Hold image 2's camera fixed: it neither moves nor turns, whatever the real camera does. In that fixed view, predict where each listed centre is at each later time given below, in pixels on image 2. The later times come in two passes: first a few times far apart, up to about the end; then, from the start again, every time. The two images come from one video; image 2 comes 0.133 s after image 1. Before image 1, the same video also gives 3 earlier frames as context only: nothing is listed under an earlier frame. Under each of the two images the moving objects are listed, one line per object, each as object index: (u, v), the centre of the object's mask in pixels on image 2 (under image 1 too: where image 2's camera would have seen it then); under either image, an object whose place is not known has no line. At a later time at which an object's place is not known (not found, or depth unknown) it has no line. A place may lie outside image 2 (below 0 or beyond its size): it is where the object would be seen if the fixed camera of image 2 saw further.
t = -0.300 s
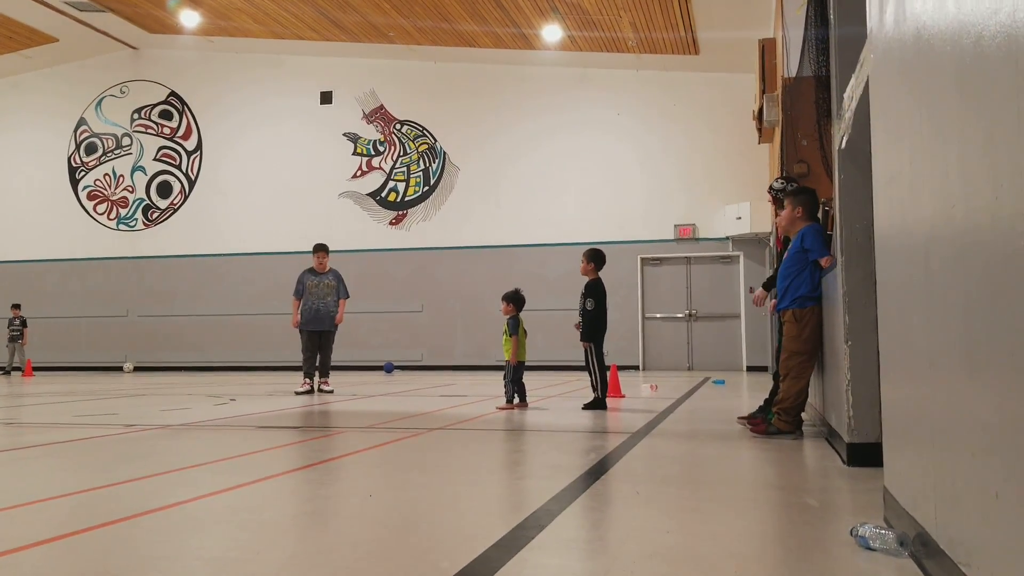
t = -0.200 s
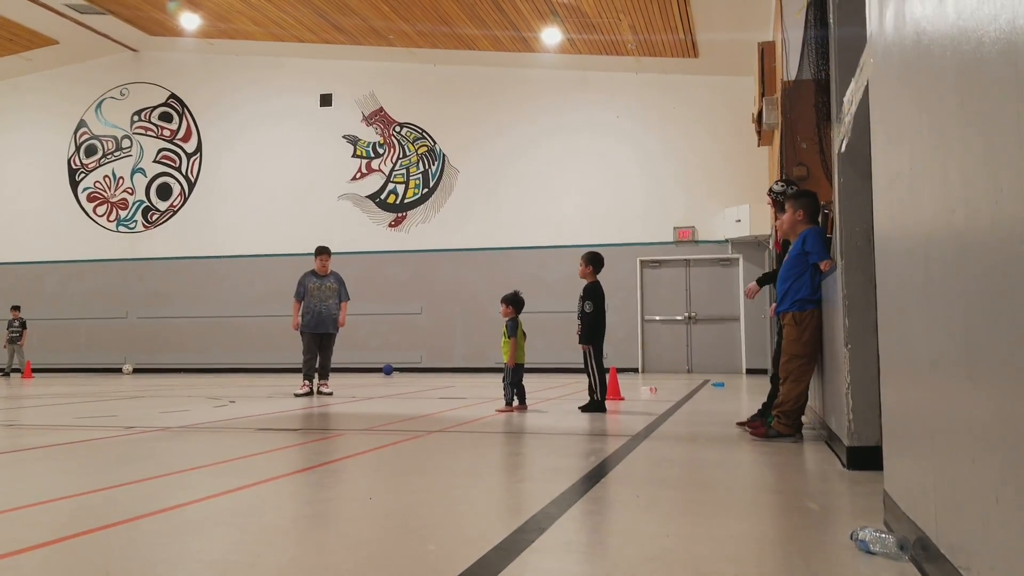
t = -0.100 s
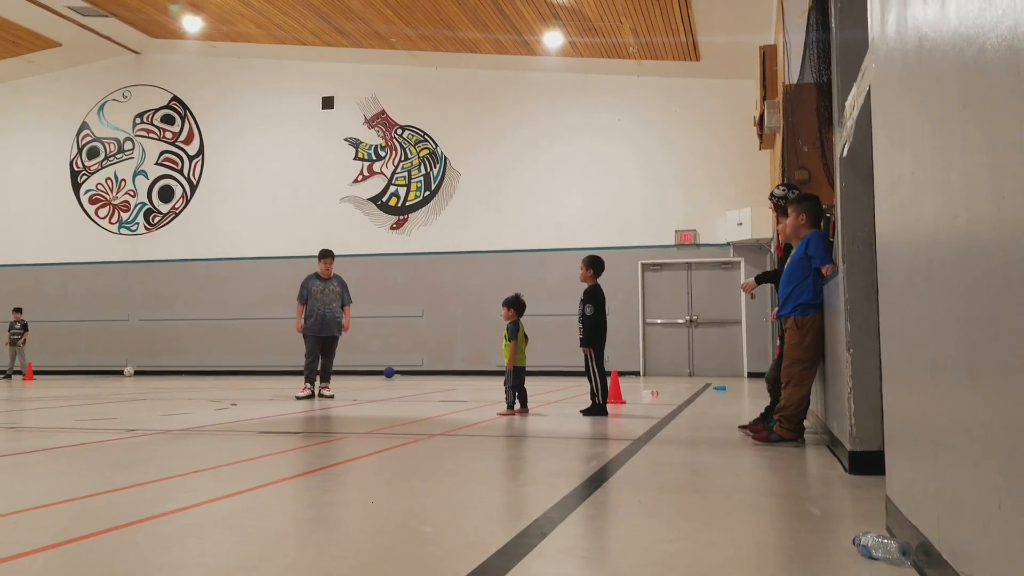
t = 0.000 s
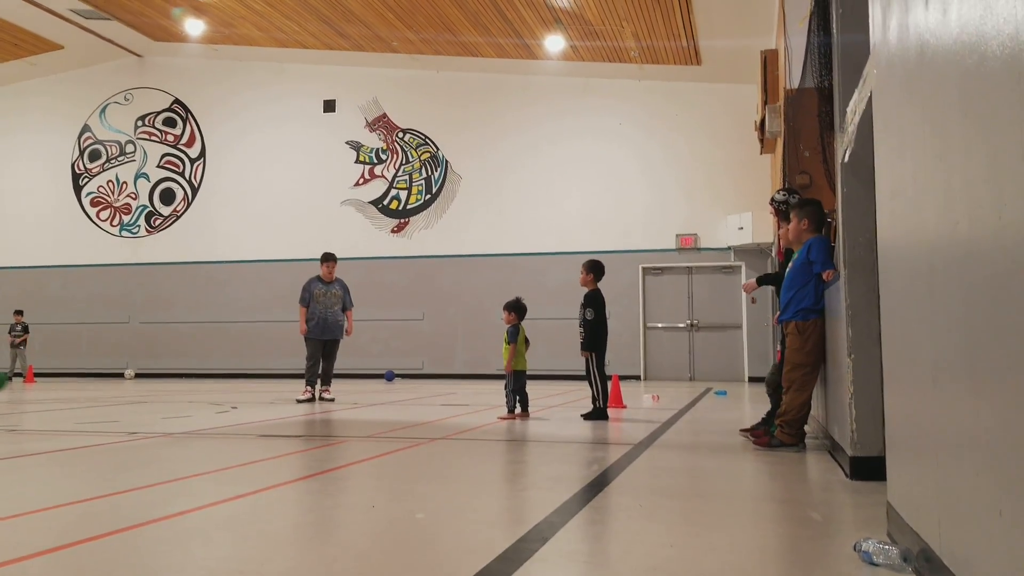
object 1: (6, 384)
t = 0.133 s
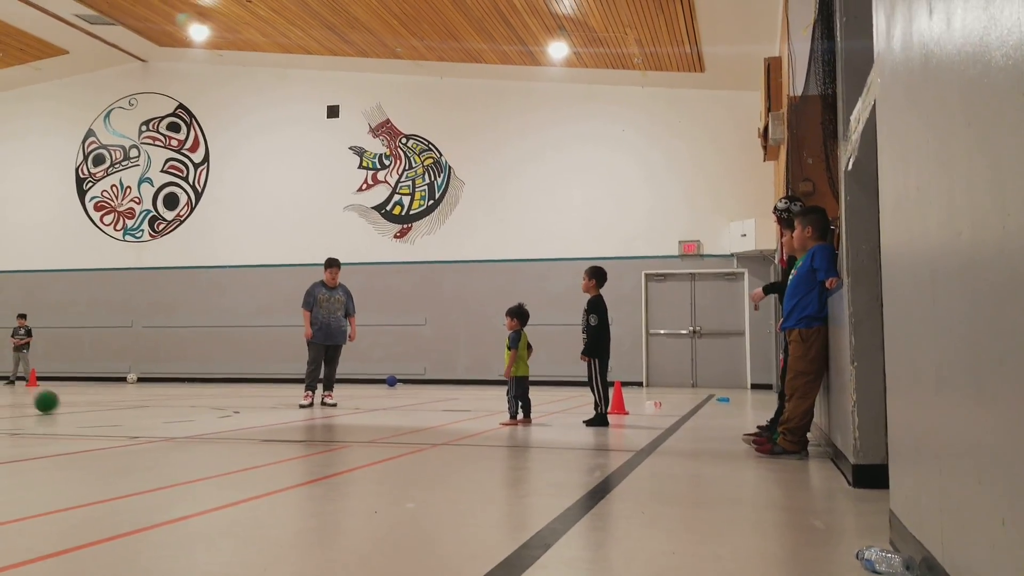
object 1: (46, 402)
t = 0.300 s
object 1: (92, 391)
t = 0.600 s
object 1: (172, 396)
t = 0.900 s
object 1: (254, 399)
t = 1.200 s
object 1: (334, 405)
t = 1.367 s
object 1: (378, 404)
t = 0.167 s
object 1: (56, 403)
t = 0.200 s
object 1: (65, 398)
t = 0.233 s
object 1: (74, 395)
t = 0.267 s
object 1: (83, 393)
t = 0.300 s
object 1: (92, 391)
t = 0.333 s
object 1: (101, 391)
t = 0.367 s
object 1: (109, 392)
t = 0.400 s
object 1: (118, 394)
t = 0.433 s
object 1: (127, 397)
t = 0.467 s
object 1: (136, 402)
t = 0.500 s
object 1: (145, 405)
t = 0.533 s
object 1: (154, 402)
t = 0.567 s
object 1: (163, 399)
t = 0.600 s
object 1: (172, 396)
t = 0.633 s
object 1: (181, 396)
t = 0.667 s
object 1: (191, 396)
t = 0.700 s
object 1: (200, 398)
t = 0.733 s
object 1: (209, 401)
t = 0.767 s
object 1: (218, 405)
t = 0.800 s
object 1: (227, 404)
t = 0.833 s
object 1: (236, 401)
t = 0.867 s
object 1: (245, 399)
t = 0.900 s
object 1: (254, 399)
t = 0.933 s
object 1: (263, 400)
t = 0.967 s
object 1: (272, 402)
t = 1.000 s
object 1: (281, 405)
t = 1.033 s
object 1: (289, 407)
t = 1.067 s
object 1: (299, 404)
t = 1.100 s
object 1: (308, 402)
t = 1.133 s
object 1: (317, 402)
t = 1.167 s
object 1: (326, 403)
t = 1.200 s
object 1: (334, 405)
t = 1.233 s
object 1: (343, 408)
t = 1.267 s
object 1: (352, 406)
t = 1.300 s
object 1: (361, 404)
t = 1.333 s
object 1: (370, 403)
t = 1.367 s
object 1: (378, 404)
